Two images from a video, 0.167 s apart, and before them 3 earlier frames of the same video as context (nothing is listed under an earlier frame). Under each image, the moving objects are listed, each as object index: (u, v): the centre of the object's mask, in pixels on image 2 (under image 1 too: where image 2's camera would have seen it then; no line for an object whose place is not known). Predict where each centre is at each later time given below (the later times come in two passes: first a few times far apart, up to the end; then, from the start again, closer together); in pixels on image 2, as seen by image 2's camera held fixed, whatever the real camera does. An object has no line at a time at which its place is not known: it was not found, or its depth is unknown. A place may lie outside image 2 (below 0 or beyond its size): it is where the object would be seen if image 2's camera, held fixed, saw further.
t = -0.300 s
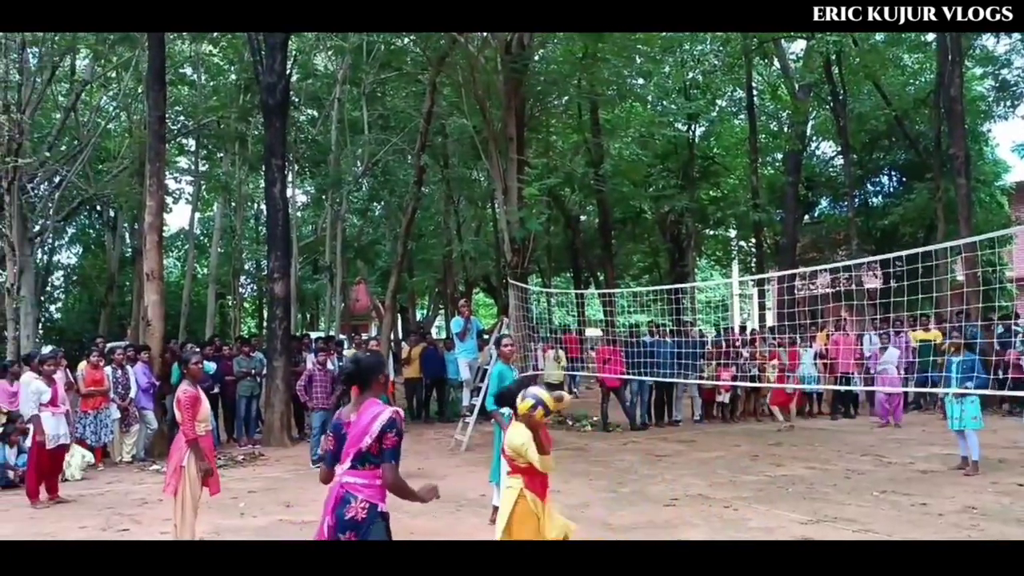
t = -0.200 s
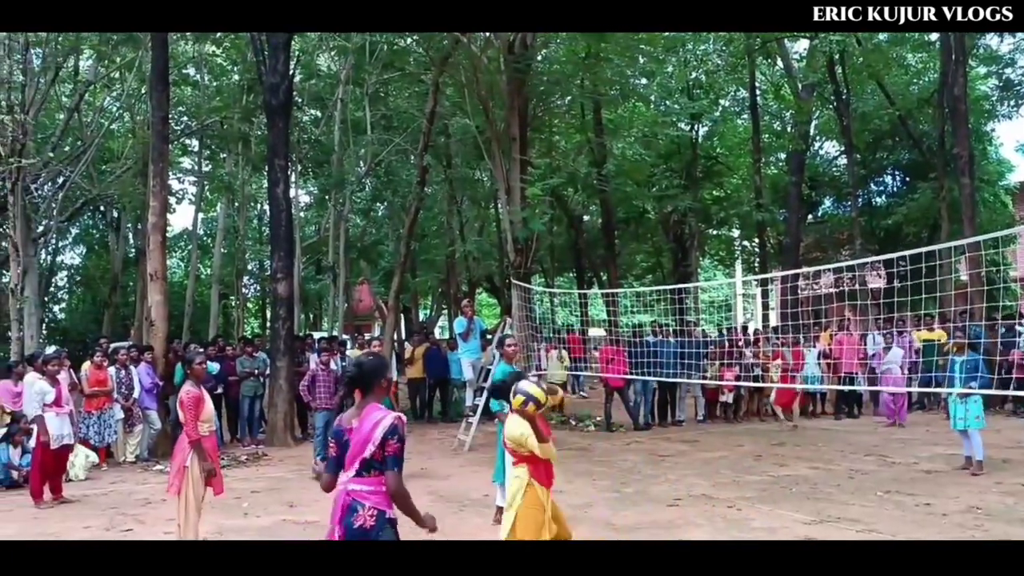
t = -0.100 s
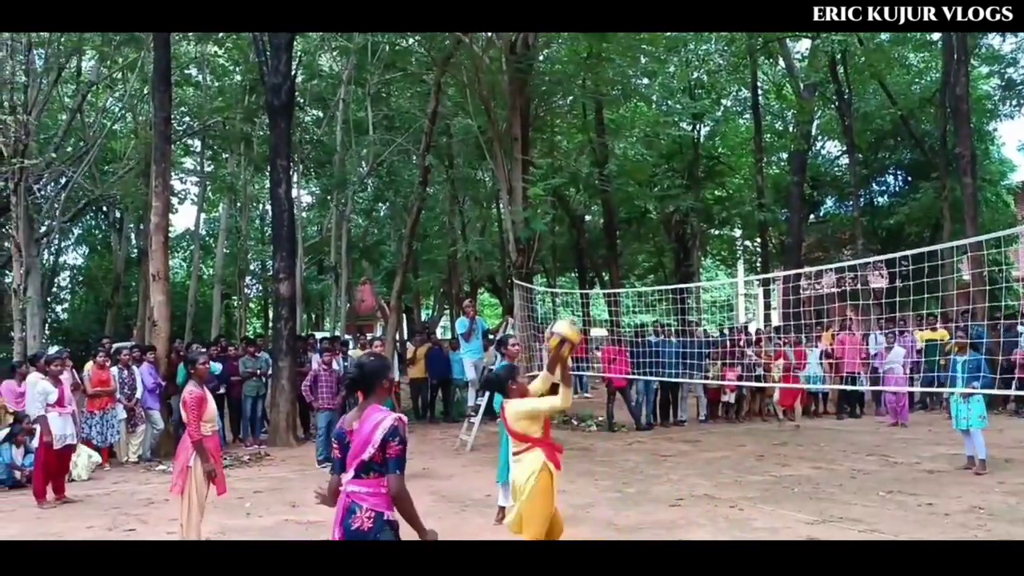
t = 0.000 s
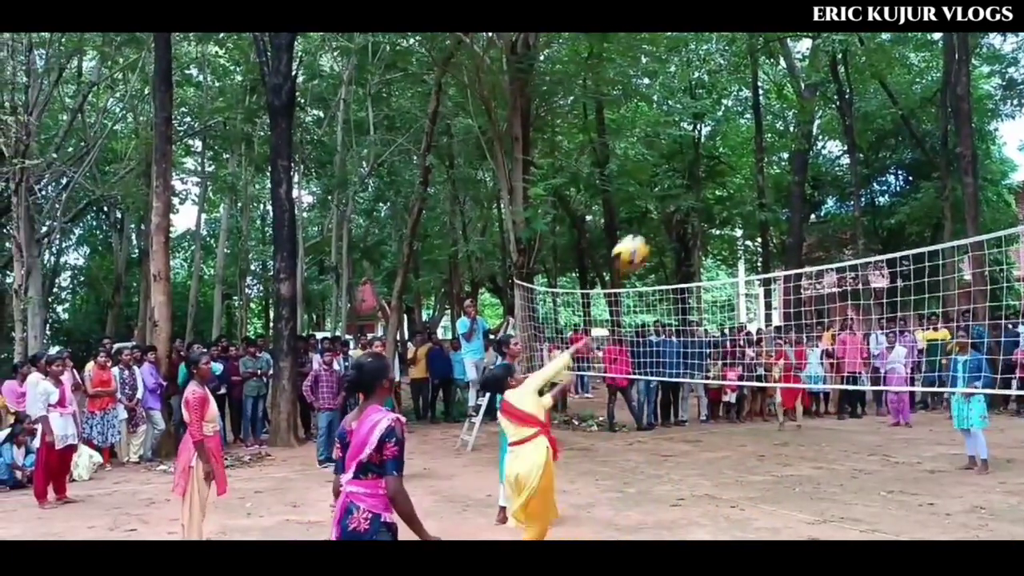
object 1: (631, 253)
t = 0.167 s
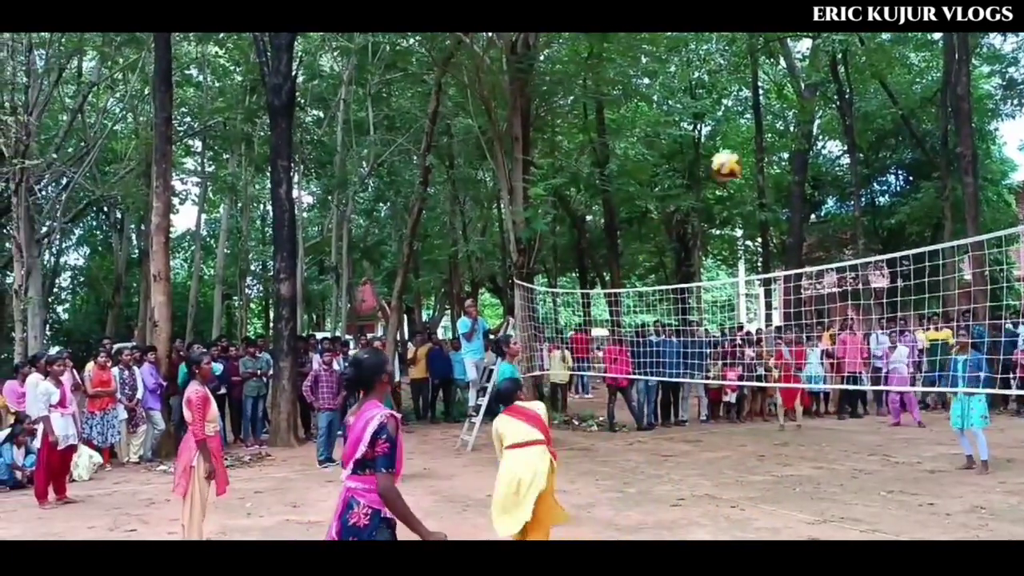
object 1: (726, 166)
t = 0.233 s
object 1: (759, 147)
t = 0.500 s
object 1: (870, 133)
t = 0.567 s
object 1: (893, 142)
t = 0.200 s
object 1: (743, 155)
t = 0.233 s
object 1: (759, 147)
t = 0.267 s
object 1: (774, 140)
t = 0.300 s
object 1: (791, 134)
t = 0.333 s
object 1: (805, 132)
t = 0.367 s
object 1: (819, 129)
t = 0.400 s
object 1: (831, 128)
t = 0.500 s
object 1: (870, 133)
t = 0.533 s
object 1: (883, 138)
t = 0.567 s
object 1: (893, 142)
